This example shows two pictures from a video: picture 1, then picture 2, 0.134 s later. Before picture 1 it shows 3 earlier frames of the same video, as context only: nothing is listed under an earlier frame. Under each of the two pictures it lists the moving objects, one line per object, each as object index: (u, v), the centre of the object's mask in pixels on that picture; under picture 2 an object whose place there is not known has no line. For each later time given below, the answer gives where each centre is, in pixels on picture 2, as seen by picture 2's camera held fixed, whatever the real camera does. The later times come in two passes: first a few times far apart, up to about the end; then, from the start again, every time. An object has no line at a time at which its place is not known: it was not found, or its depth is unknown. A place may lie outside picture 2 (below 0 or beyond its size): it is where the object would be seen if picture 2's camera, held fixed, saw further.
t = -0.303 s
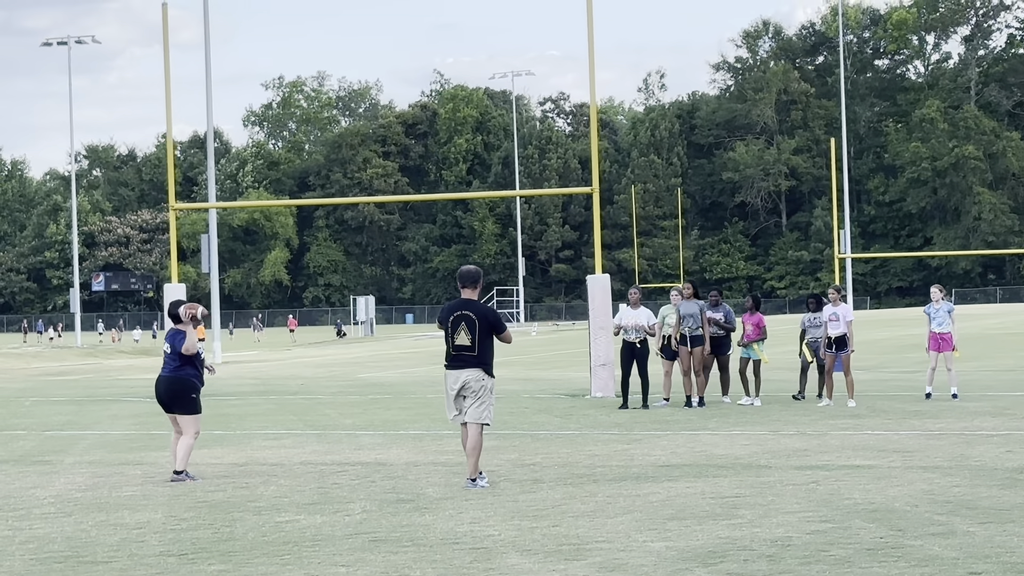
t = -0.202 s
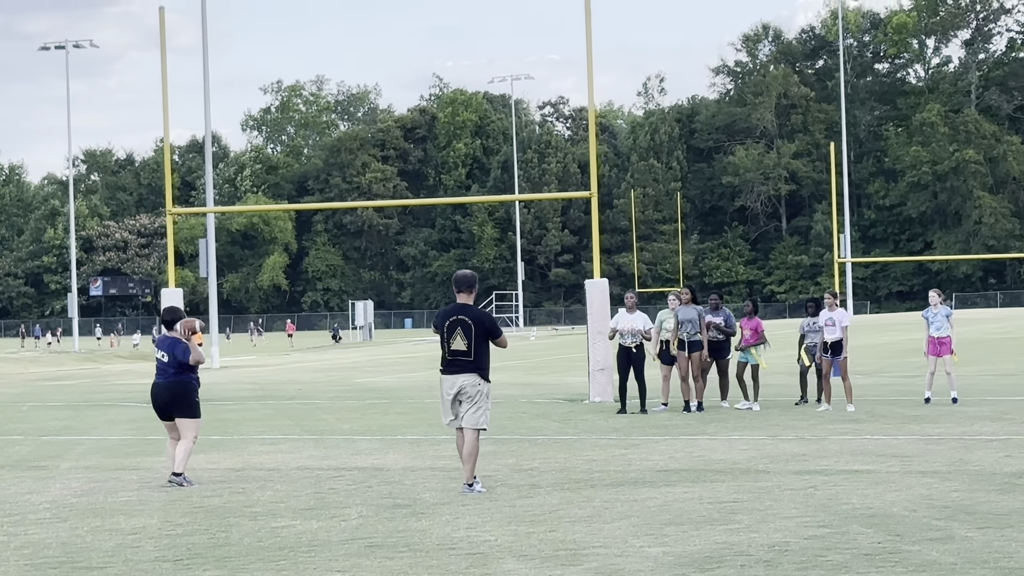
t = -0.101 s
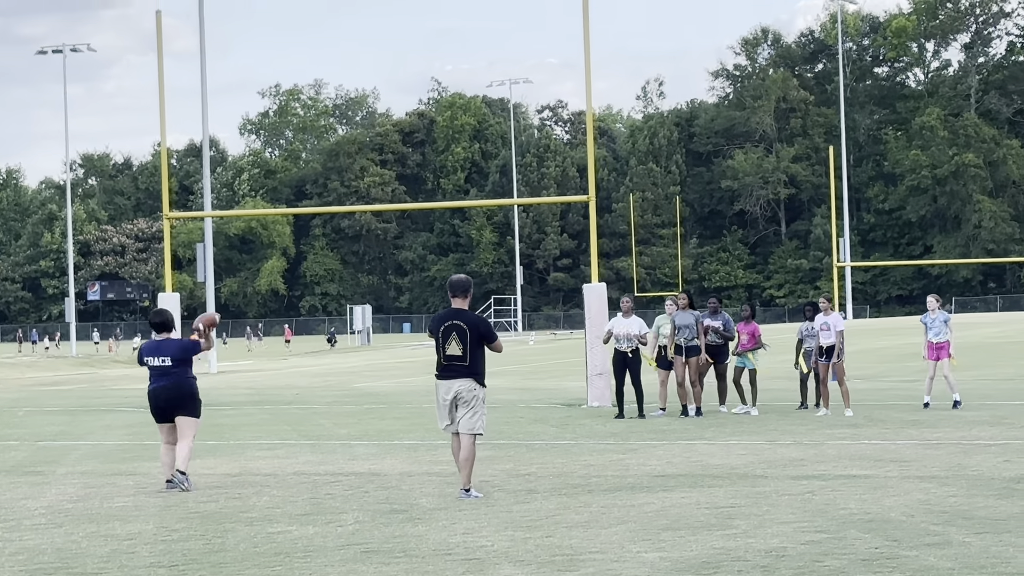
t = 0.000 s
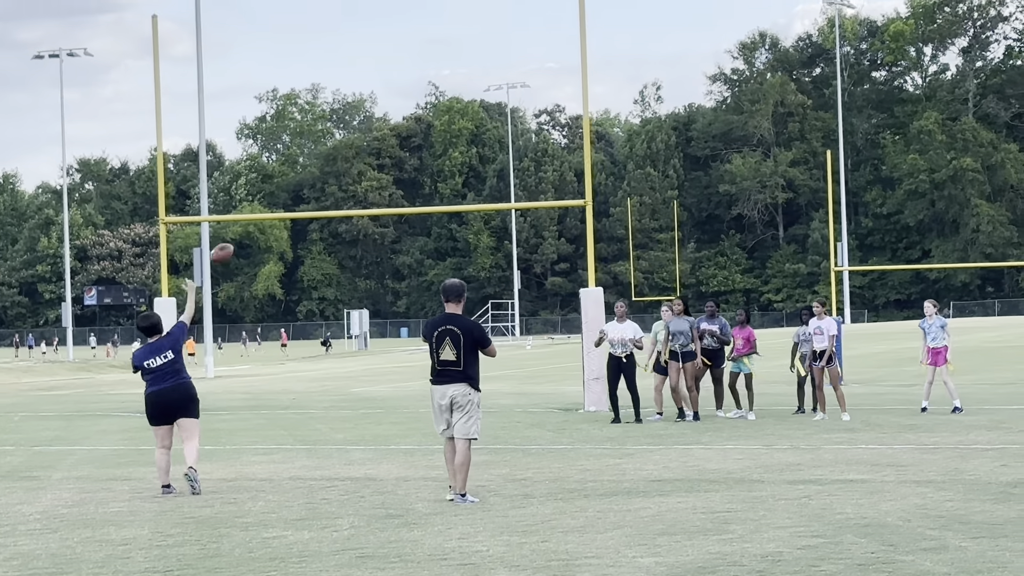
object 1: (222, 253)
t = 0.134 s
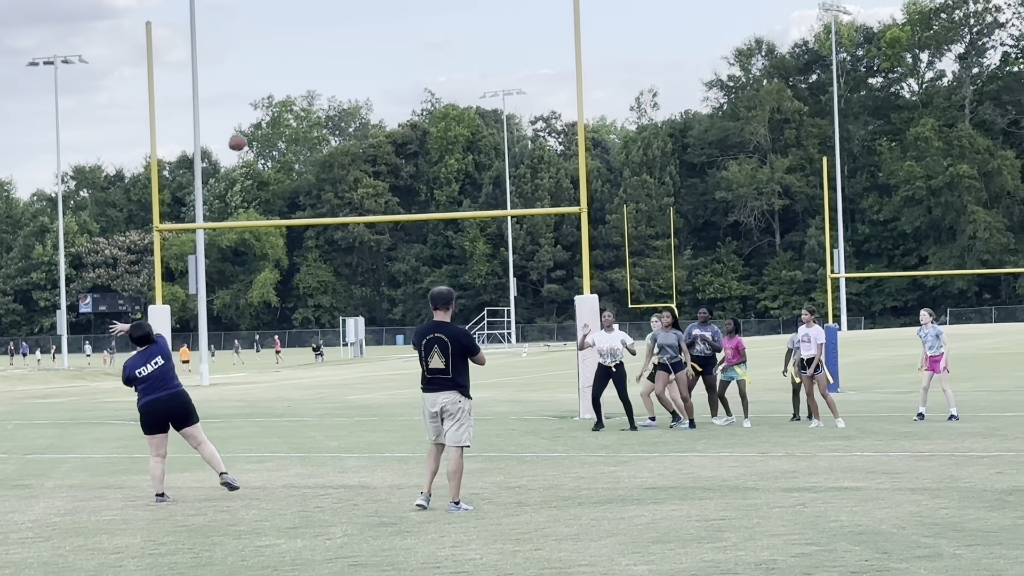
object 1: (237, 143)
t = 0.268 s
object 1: (253, 77)
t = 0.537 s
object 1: (292, 9)
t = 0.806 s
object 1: (337, 11)
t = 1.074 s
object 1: (385, 72)
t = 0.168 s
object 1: (241, 125)
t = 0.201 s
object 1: (245, 107)
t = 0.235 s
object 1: (248, 91)
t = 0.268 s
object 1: (253, 77)
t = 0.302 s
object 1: (257, 64)
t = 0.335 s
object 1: (262, 52)
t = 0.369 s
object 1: (267, 42)
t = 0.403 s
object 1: (271, 33)
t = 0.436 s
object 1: (276, 25)
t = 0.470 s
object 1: (282, 18)
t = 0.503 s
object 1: (287, 13)
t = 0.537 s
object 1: (292, 9)
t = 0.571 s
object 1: (297, 6)
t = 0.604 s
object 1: (303, 4)
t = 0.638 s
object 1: (308, 2)
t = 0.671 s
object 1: (314, 2)
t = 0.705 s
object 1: (320, 3)
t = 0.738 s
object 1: (326, 5)
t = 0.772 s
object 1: (331, 8)
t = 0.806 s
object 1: (337, 11)
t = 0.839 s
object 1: (343, 16)
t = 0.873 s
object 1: (349, 21)
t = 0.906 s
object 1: (355, 28)
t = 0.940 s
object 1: (360, 35)
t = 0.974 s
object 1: (366, 43)
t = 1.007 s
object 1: (372, 52)
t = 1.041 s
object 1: (379, 61)
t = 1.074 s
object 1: (385, 72)
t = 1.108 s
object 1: (391, 83)
